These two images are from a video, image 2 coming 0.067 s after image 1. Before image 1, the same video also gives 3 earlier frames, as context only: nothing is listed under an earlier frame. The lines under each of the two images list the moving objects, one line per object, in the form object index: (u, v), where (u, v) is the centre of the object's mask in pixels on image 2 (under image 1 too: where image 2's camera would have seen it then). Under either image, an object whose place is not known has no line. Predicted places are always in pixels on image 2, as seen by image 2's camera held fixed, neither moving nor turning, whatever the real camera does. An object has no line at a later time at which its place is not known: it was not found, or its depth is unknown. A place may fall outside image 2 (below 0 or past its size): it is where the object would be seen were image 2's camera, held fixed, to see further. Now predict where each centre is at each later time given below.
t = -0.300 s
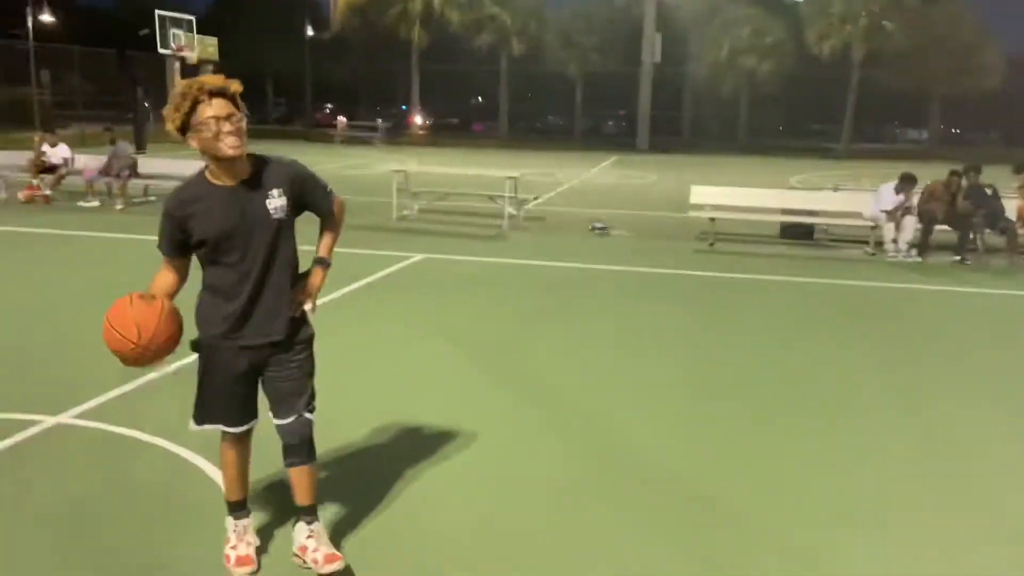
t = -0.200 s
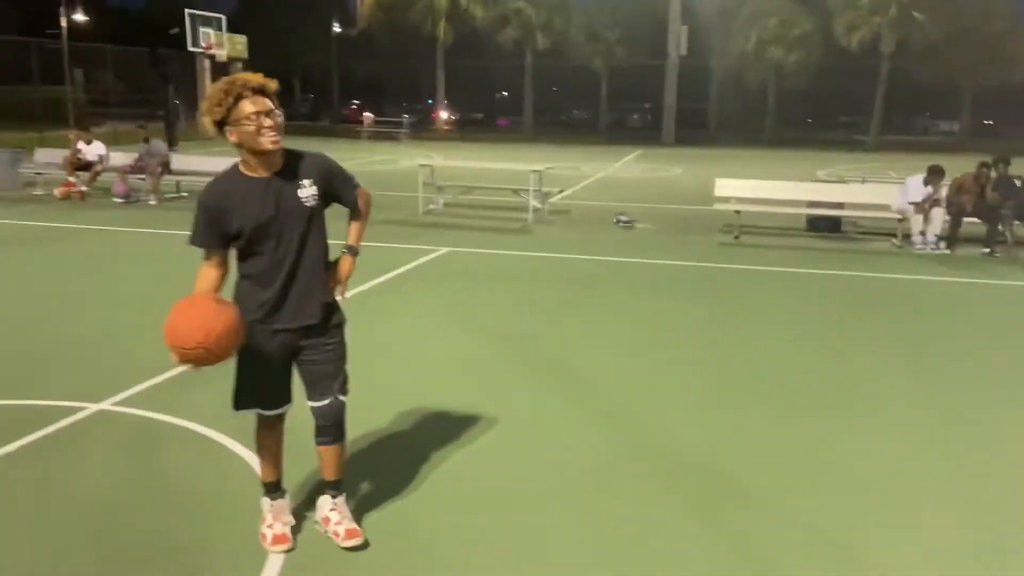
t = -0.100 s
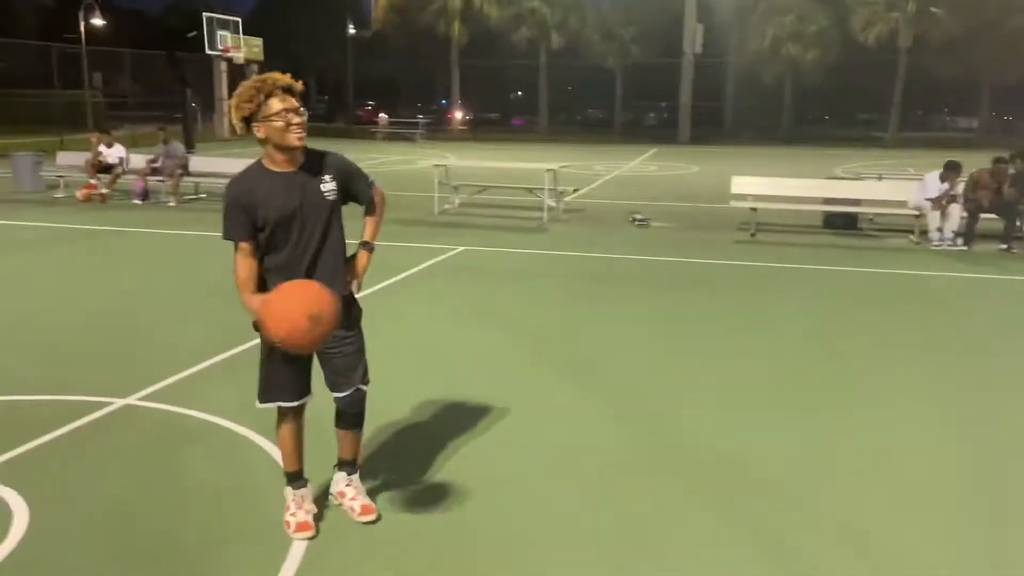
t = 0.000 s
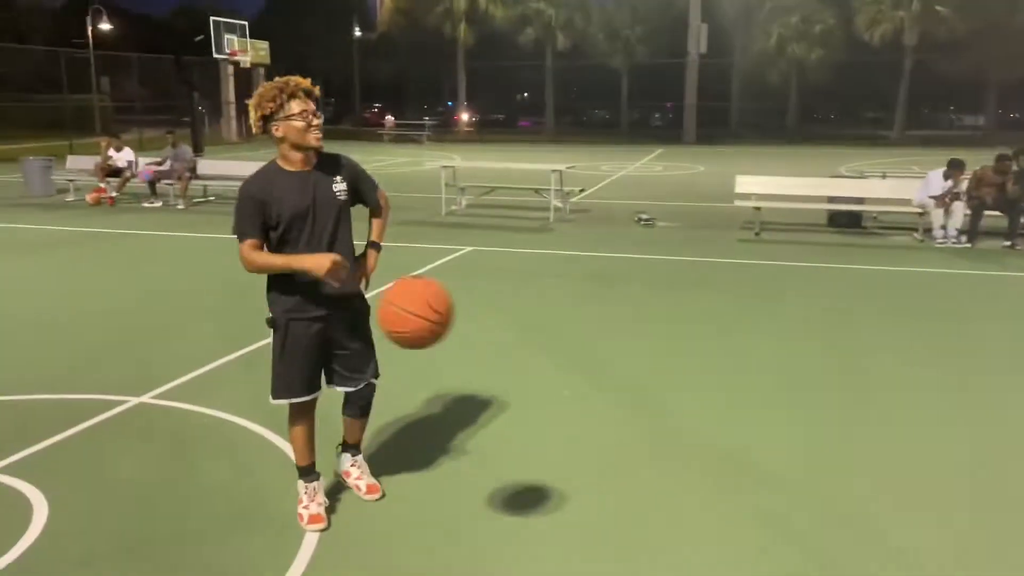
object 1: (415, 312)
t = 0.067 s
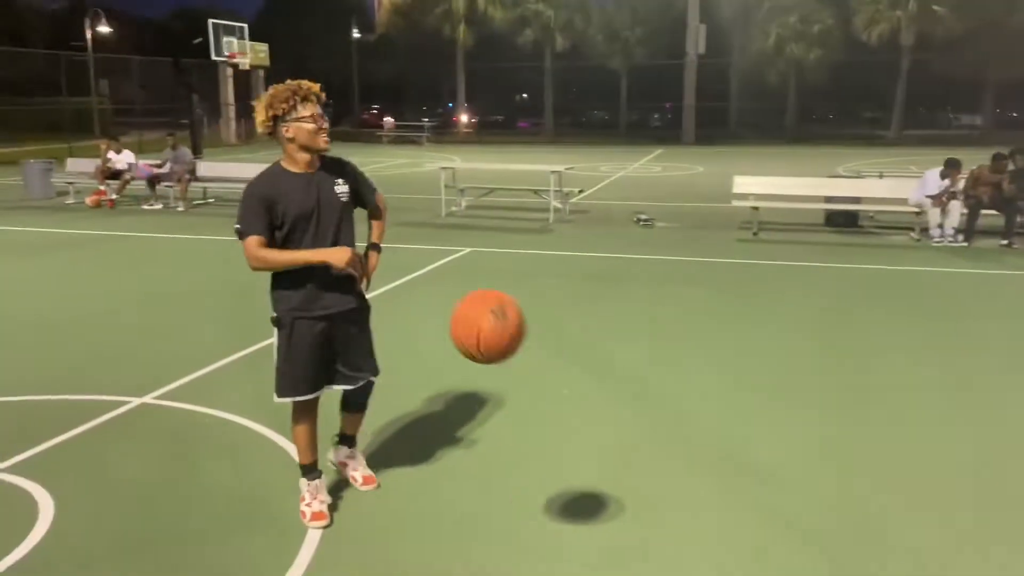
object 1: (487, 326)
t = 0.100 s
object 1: (525, 339)
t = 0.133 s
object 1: (562, 355)
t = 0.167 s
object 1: (600, 374)
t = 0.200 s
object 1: (637, 399)
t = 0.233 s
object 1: (675, 427)
